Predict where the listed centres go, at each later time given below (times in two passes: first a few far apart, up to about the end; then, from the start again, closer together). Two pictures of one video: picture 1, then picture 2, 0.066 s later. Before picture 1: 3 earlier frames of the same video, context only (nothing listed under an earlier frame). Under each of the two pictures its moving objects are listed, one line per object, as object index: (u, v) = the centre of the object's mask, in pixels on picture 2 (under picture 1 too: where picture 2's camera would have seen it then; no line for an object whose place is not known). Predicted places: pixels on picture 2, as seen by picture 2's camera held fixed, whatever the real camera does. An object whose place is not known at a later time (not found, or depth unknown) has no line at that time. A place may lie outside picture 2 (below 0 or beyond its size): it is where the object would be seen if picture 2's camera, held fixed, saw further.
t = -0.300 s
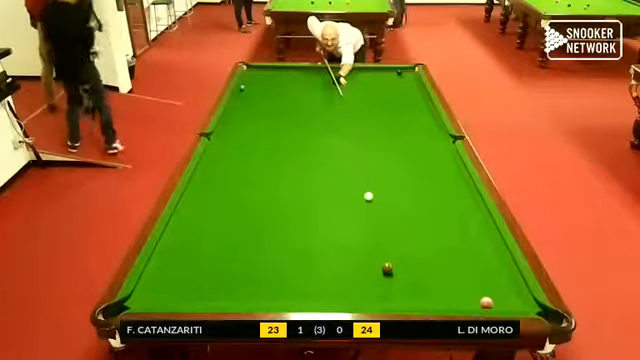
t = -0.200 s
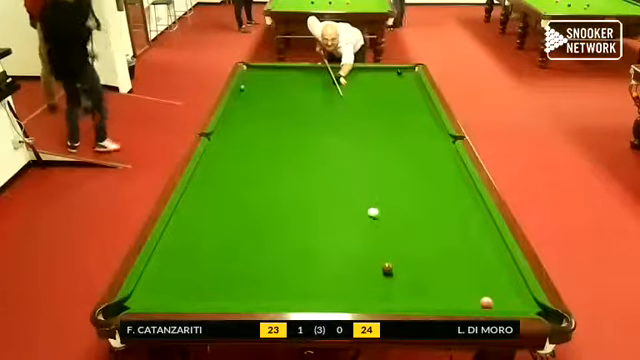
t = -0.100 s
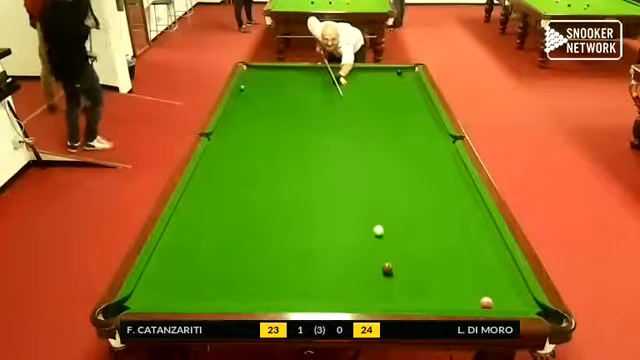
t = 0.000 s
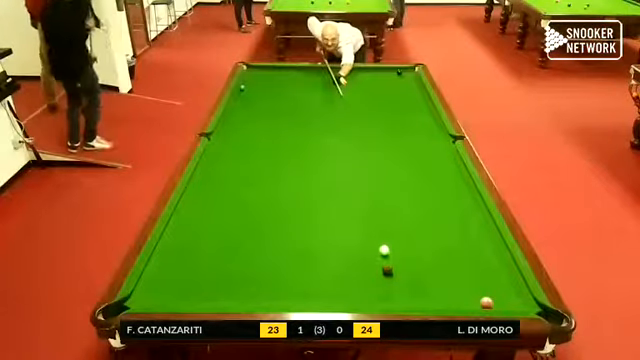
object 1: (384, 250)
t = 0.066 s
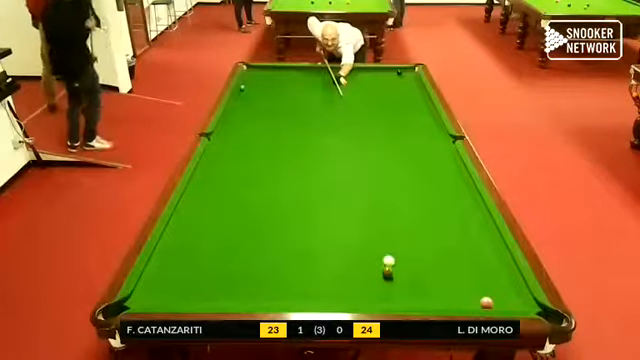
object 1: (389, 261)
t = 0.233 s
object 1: (399, 268)
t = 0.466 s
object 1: (415, 283)
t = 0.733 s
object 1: (433, 300)
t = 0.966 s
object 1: (441, 300)
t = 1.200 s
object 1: (446, 291)
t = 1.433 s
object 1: (451, 284)
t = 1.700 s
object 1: (455, 278)
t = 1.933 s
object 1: (458, 273)
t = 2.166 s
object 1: (461, 269)
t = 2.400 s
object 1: (464, 266)
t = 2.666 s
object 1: (466, 264)
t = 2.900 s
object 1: (468, 262)
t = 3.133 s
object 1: (469, 262)
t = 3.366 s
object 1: (470, 262)
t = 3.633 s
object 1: (470, 261)
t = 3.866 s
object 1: (470, 261)
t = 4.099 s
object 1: (470, 261)
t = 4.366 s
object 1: (470, 261)
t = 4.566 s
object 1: (470, 261)
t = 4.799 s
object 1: (470, 261)
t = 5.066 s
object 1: (470, 261)
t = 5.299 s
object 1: (470, 261)
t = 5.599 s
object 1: (470, 261)
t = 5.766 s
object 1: (470, 261)
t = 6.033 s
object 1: (470, 261)
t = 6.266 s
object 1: (470, 261)
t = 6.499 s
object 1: (470, 261)
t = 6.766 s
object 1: (470, 261)
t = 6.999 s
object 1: (470, 261)
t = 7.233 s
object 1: (470, 261)
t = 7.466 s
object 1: (470, 261)
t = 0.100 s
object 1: (391, 262)
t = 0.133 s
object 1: (392, 263)
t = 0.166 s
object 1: (395, 265)
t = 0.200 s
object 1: (397, 267)
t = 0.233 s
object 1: (399, 268)
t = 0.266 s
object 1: (401, 270)
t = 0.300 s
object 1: (404, 272)
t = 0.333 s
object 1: (406, 274)
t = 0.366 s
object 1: (408, 276)
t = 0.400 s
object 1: (410, 279)
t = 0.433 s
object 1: (412, 281)
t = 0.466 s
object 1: (415, 283)
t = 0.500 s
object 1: (417, 285)
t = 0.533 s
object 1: (419, 287)
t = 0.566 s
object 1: (421, 289)
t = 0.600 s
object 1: (424, 291)
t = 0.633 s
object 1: (426, 293)
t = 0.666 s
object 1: (428, 295)
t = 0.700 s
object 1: (430, 298)
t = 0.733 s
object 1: (433, 300)
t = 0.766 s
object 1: (434, 301)
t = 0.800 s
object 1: (437, 302)
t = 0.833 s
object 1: (439, 303)
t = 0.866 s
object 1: (439, 301)
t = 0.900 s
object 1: (440, 300)
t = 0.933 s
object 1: (441, 300)
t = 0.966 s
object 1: (441, 300)
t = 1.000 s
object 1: (442, 298)
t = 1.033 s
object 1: (443, 297)
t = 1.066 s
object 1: (444, 296)
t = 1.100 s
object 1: (445, 295)
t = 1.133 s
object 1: (445, 293)
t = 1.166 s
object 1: (446, 292)
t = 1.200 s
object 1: (446, 291)
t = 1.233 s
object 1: (447, 290)
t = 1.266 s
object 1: (448, 289)
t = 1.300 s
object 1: (448, 288)
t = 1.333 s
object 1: (449, 287)
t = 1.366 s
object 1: (449, 286)
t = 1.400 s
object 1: (450, 285)
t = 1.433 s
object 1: (451, 284)
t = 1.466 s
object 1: (451, 283)
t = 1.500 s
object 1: (452, 282)
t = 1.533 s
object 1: (452, 282)
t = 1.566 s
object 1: (453, 281)
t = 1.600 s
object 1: (453, 281)
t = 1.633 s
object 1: (454, 279)
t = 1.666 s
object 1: (454, 278)
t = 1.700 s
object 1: (455, 278)
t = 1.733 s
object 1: (455, 277)
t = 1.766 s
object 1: (456, 276)
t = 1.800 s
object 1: (456, 275)
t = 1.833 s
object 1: (457, 275)
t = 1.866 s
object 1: (457, 274)
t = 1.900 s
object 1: (458, 273)
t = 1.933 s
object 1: (458, 273)
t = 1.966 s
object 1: (459, 272)
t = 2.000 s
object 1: (459, 272)
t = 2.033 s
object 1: (459, 271)
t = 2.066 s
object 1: (460, 271)
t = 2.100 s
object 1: (460, 270)
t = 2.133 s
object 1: (461, 270)
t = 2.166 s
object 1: (461, 269)
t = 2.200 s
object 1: (462, 269)
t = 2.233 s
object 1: (462, 268)
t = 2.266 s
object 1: (463, 268)
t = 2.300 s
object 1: (463, 267)
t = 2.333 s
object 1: (463, 267)
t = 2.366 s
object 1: (464, 267)
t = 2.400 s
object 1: (464, 266)
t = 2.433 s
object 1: (464, 266)
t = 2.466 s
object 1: (465, 265)
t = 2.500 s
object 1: (465, 265)
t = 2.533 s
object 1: (465, 265)
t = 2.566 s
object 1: (465, 265)
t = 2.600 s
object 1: (466, 264)
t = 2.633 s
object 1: (466, 264)
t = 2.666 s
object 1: (466, 264)
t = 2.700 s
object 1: (467, 264)
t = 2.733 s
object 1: (467, 264)
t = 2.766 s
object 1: (467, 263)
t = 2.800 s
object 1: (467, 263)
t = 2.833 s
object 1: (468, 263)
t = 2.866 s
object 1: (468, 262)
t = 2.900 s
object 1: (468, 262)
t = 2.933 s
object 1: (468, 262)
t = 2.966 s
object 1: (468, 262)
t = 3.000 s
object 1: (468, 262)
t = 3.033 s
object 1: (468, 262)
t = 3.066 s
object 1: (469, 262)
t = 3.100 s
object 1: (469, 262)
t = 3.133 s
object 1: (469, 262)
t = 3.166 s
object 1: (469, 262)
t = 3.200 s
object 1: (469, 262)
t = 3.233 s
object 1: (469, 261)
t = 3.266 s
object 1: (469, 261)
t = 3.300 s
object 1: (469, 261)
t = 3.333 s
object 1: (469, 261)
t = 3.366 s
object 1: (470, 262)
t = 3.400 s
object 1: (470, 262)
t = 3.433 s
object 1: (470, 262)
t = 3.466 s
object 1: (470, 261)
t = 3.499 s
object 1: (470, 261)
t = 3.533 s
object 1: (470, 261)
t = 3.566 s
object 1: (470, 261)
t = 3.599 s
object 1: (470, 261)
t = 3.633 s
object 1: (470, 261)
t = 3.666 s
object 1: (470, 261)
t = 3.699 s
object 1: (470, 261)
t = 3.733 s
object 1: (470, 261)
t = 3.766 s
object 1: (470, 261)
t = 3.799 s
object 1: (470, 261)
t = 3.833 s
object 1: (470, 261)
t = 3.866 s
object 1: (470, 261)
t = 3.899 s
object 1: (470, 261)
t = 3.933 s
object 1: (470, 261)
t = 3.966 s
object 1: (470, 261)
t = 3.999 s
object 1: (470, 261)
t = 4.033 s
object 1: (470, 261)
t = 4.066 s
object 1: (470, 261)
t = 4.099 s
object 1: (470, 261)
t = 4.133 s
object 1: (470, 261)
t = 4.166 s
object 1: (470, 261)
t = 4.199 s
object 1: (470, 261)
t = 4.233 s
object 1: (470, 261)
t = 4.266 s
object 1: (470, 261)
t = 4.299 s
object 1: (470, 261)
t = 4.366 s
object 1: (470, 261)
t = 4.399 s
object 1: (470, 261)
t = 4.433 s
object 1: (470, 261)
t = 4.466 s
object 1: (470, 261)
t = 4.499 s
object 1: (470, 261)
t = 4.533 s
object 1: (470, 261)
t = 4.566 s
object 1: (470, 261)
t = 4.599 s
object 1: (470, 261)
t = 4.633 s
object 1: (470, 261)
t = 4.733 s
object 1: (470, 261)
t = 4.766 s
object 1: (470, 261)
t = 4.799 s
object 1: (470, 261)
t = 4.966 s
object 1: (470, 261)
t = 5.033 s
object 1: (470, 261)
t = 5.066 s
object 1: (470, 261)
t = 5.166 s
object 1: (470, 261)
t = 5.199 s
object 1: (470, 261)
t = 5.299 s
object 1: (470, 261)
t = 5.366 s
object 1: (470, 261)
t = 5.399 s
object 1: (470, 261)
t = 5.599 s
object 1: (470, 261)
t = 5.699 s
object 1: (470, 261)
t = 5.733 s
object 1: (470, 261)
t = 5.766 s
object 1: (470, 261)
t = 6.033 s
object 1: (470, 261)
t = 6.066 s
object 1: (470, 261)
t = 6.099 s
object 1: (470, 261)
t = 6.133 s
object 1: (470, 261)
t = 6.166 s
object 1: (470, 261)
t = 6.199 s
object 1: (470, 261)
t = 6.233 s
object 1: (470, 261)
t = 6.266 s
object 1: (470, 261)
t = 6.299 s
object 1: (470, 261)
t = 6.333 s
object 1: (470, 261)
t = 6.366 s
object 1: (470, 261)
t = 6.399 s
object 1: (470, 261)
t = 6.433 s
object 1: (470, 261)
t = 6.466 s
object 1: (470, 261)
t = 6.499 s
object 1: (470, 261)
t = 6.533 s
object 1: (470, 261)
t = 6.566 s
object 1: (470, 261)
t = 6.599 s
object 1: (470, 261)
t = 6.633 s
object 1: (470, 261)
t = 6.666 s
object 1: (470, 261)
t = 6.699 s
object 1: (470, 261)
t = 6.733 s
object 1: (470, 261)
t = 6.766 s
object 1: (470, 261)
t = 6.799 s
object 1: (470, 261)
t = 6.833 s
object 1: (470, 261)
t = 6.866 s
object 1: (470, 261)
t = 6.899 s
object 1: (470, 261)
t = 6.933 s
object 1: (470, 261)
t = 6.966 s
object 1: (470, 261)
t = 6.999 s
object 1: (470, 261)
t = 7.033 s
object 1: (470, 261)
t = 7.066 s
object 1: (470, 261)
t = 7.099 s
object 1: (470, 261)
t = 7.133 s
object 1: (470, 261)
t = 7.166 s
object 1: (470, 261)
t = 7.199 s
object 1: (470, 261)
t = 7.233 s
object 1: (470, 261)
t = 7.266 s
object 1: (470, 261)
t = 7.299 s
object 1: (470, 261)
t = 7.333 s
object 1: (470, 261)
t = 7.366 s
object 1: (470, 261)
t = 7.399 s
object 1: (470, 261)
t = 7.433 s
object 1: (470, 261)
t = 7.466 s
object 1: (470, 261)
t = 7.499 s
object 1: (470, 261)
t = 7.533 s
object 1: (470, 261)
